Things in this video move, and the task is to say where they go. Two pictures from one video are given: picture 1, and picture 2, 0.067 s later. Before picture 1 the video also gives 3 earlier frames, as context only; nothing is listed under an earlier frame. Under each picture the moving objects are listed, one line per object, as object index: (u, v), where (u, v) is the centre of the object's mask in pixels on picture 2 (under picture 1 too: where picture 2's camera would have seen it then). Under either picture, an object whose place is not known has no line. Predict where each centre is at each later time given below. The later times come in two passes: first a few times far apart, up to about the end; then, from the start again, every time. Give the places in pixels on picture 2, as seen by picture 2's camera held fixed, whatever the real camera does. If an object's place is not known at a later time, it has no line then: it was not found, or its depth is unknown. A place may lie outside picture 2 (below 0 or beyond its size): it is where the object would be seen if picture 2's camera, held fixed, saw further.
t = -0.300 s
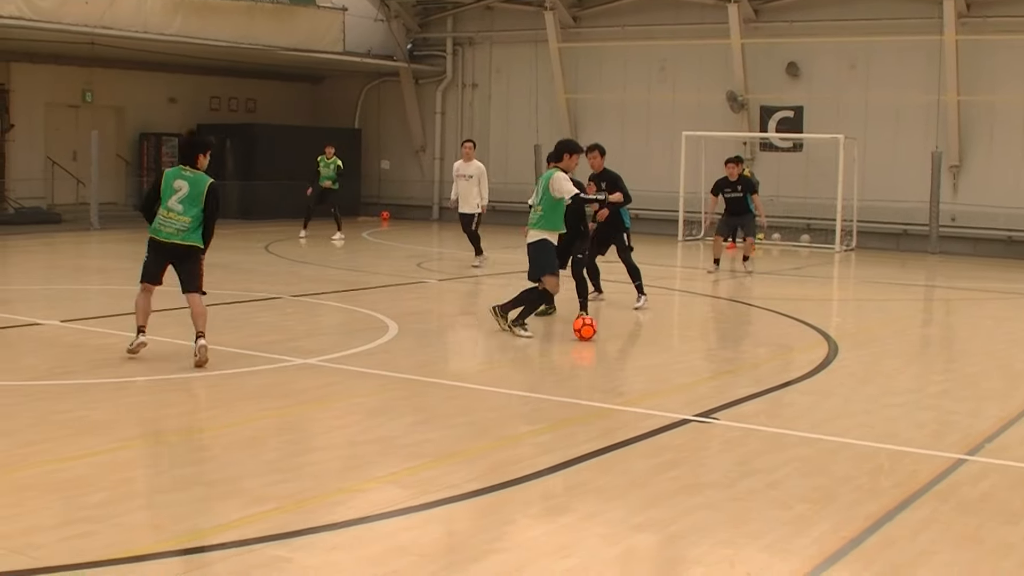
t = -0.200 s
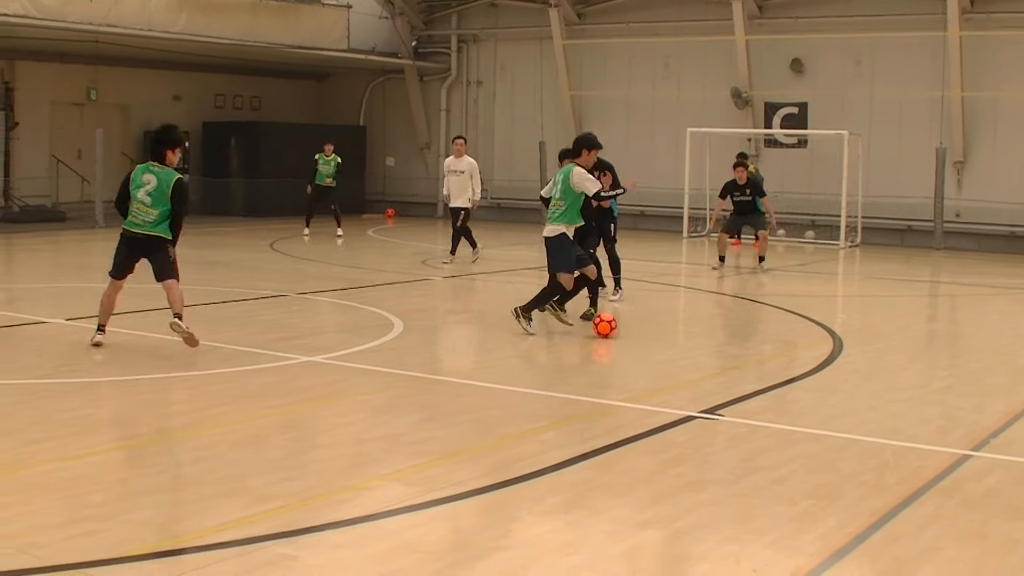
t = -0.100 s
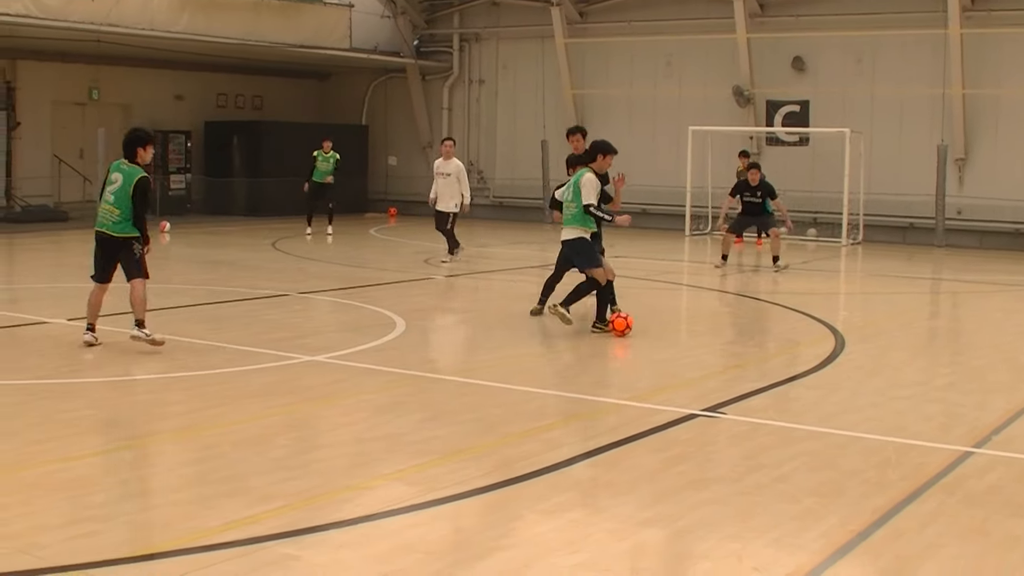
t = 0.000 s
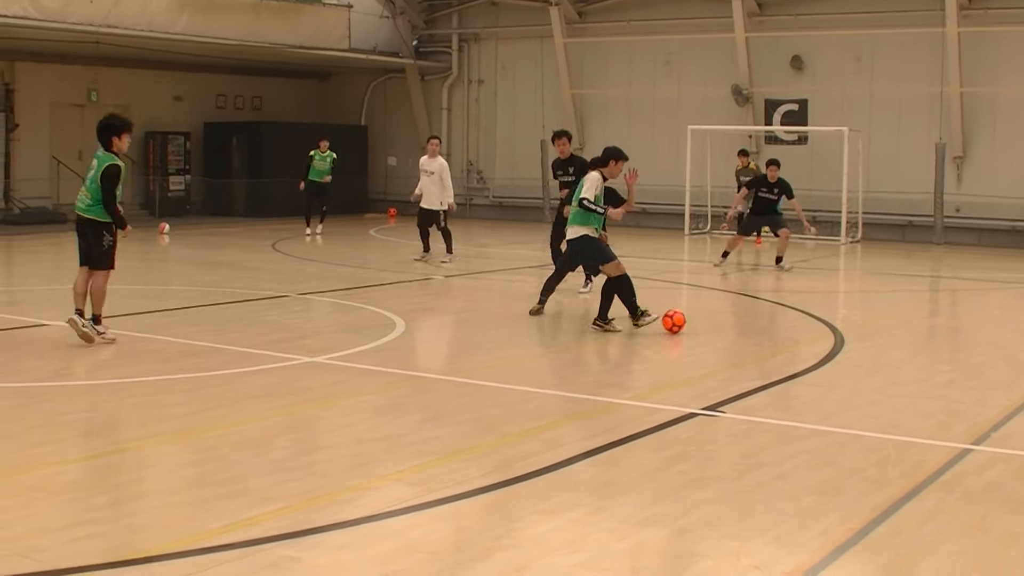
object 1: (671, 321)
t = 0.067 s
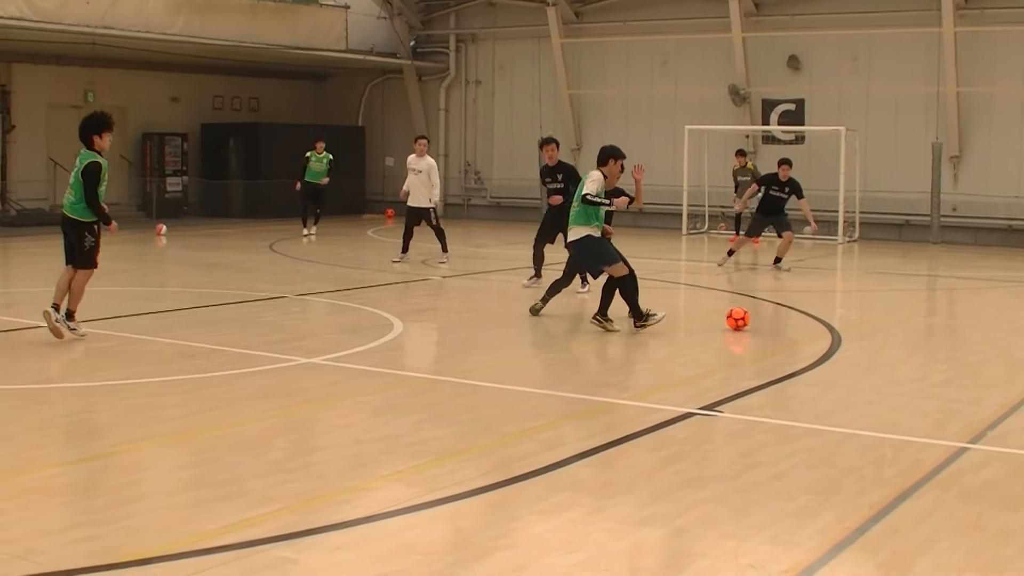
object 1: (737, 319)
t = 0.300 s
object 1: (925, 310)
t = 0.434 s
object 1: (1008, 306)
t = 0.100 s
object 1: (768, 317)
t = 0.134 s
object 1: (798, 317)
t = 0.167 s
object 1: (827, 314)
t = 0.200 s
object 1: (853, 313)
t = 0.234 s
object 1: (879, 312)
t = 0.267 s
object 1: (903, 311)
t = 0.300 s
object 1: (925, 310)
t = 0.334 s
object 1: (948, 309)
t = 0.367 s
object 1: (969, 307)
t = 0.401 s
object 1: (989, 306)
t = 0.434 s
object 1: (1008, 306)
